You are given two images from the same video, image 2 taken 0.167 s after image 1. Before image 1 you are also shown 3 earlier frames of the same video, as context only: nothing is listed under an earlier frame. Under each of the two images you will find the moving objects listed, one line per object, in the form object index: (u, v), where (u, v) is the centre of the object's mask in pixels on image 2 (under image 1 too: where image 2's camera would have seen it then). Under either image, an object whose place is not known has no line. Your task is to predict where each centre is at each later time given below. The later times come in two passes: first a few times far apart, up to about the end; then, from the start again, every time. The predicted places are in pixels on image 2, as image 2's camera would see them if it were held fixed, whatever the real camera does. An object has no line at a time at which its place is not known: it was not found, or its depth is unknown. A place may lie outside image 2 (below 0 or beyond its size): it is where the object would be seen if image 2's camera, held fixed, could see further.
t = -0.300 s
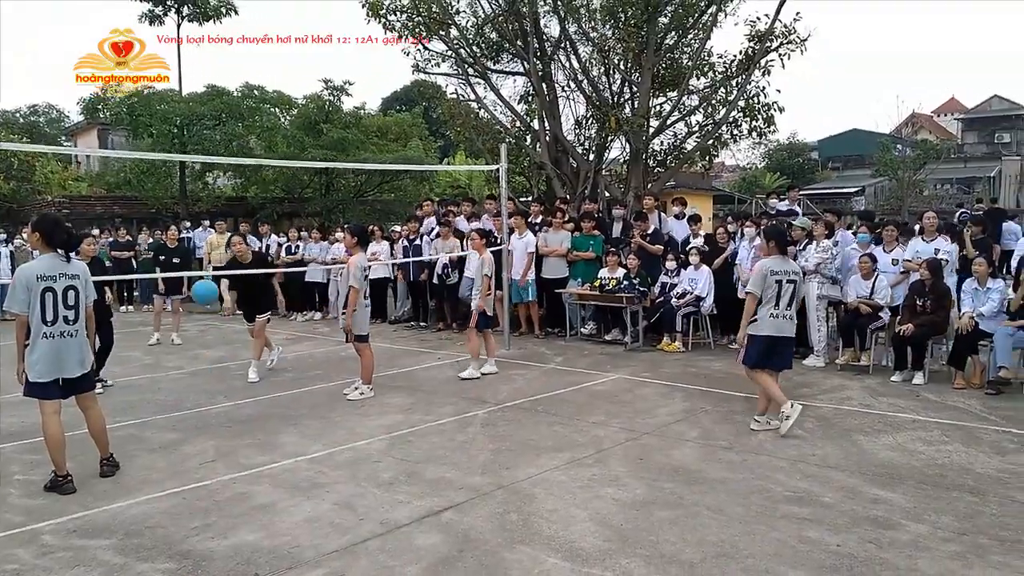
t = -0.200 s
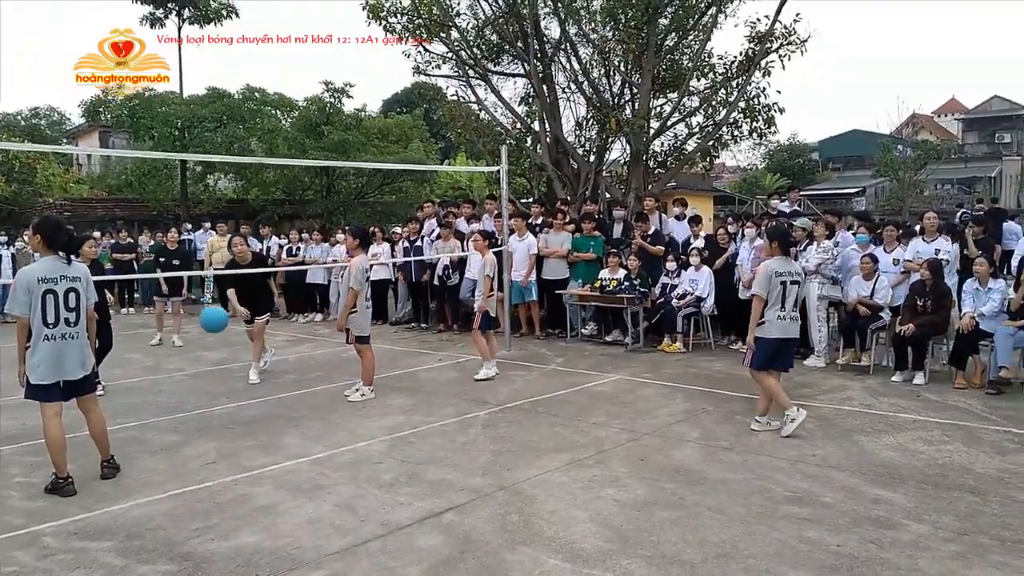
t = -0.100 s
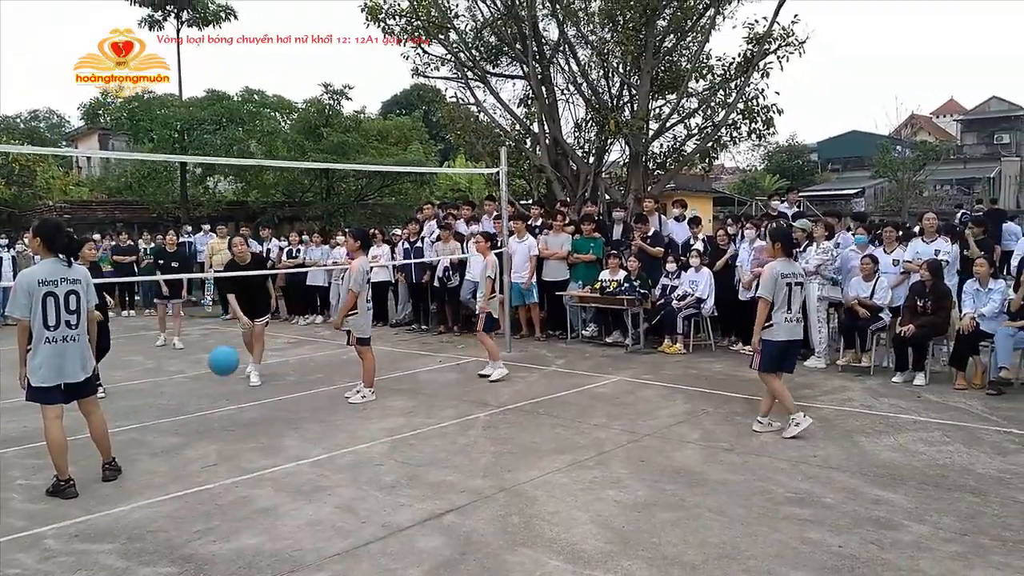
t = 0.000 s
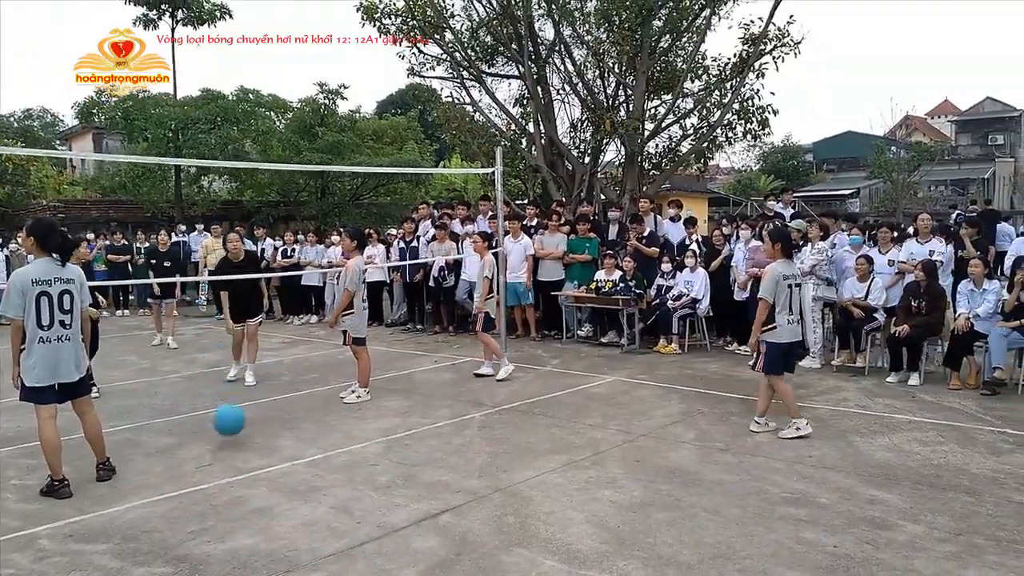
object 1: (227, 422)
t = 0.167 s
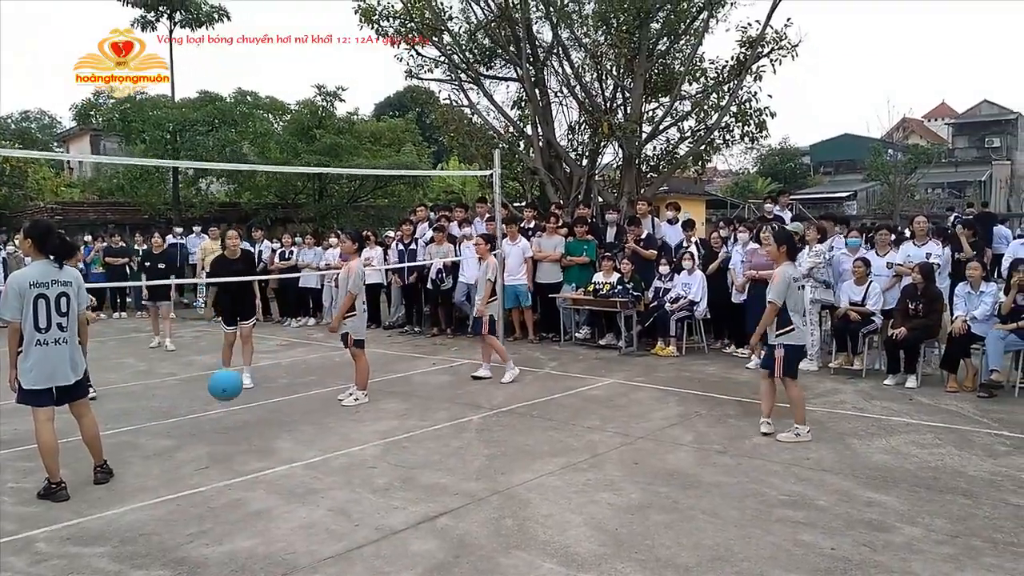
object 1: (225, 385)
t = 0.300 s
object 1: (222, 354)
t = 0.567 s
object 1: (218, 366)
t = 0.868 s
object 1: (215, 482)
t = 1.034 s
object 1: (208, 424)
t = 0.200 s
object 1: (224, 374)
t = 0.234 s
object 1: (223, 366)
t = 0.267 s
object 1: (222, 359)
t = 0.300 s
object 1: (222, 354)
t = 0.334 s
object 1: (221, 349)
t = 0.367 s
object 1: (220, 347)
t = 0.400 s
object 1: (220, 346)
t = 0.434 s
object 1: (220, 347)
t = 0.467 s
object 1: (220, 349)
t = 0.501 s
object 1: (219, 352)
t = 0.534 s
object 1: (219, 358)
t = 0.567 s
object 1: (218, 366)
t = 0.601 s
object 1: (218, 376)
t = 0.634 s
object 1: (218, 388)
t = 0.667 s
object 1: (217, 403)
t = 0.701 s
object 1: (217, 420)
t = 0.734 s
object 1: (217, 439)
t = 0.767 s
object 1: (217, 460)
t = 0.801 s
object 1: (217, 485)
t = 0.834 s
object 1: (217, 499)
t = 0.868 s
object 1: (215, 482)
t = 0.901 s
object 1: (213, 468)
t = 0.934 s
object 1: (213, 455)
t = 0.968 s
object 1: (212, 442)
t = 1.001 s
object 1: (210, 433)
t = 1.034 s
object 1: (208, 424)
